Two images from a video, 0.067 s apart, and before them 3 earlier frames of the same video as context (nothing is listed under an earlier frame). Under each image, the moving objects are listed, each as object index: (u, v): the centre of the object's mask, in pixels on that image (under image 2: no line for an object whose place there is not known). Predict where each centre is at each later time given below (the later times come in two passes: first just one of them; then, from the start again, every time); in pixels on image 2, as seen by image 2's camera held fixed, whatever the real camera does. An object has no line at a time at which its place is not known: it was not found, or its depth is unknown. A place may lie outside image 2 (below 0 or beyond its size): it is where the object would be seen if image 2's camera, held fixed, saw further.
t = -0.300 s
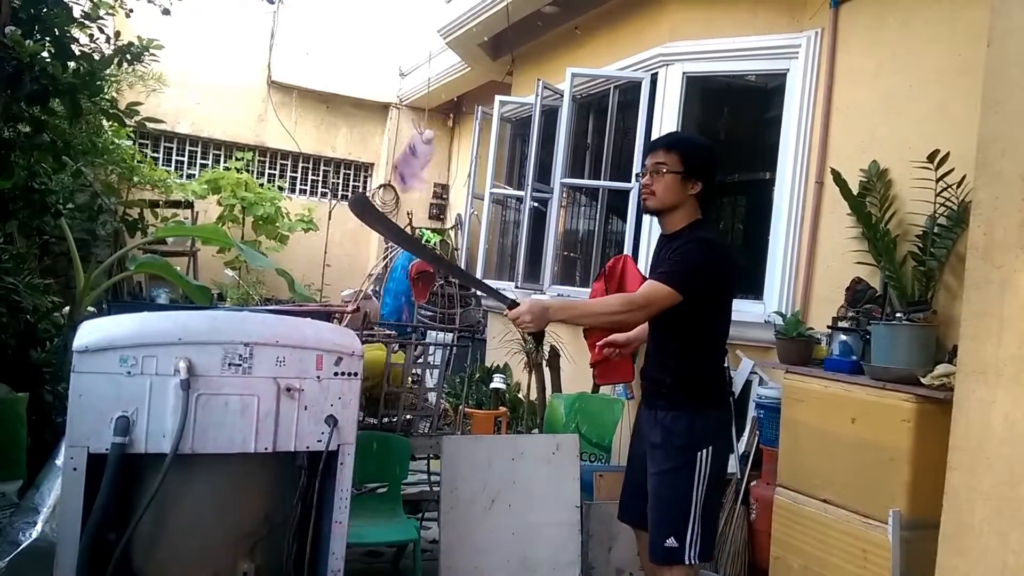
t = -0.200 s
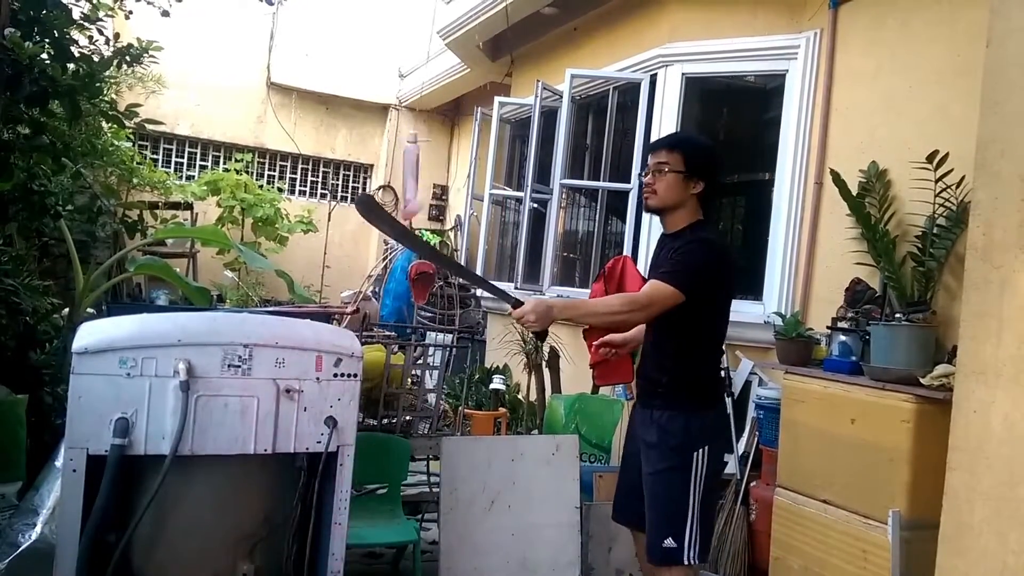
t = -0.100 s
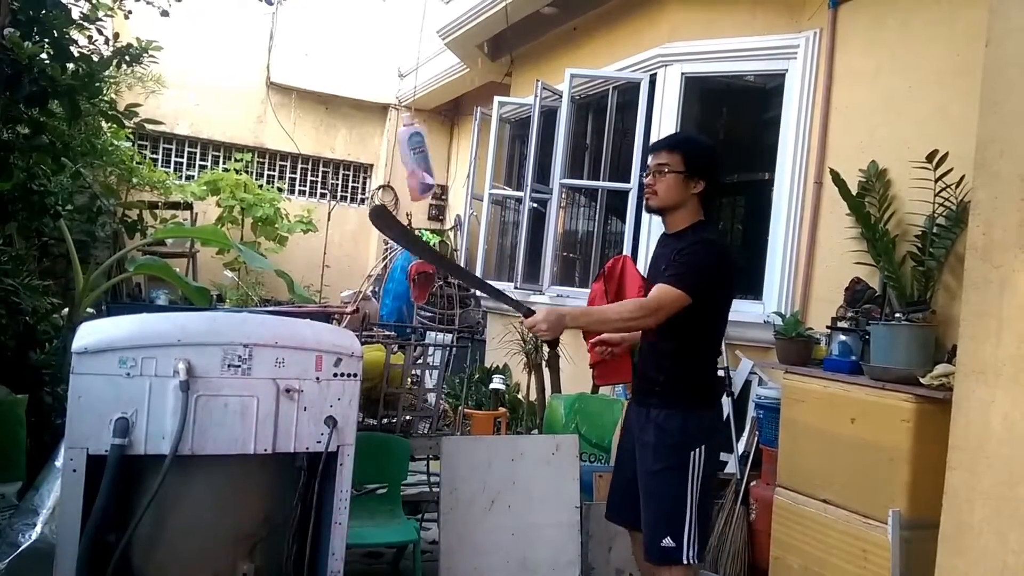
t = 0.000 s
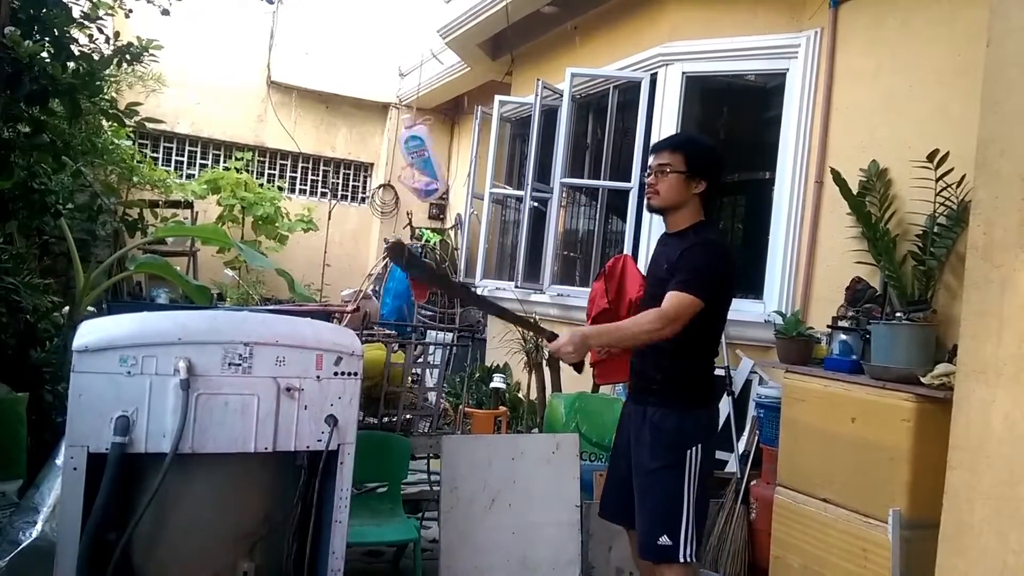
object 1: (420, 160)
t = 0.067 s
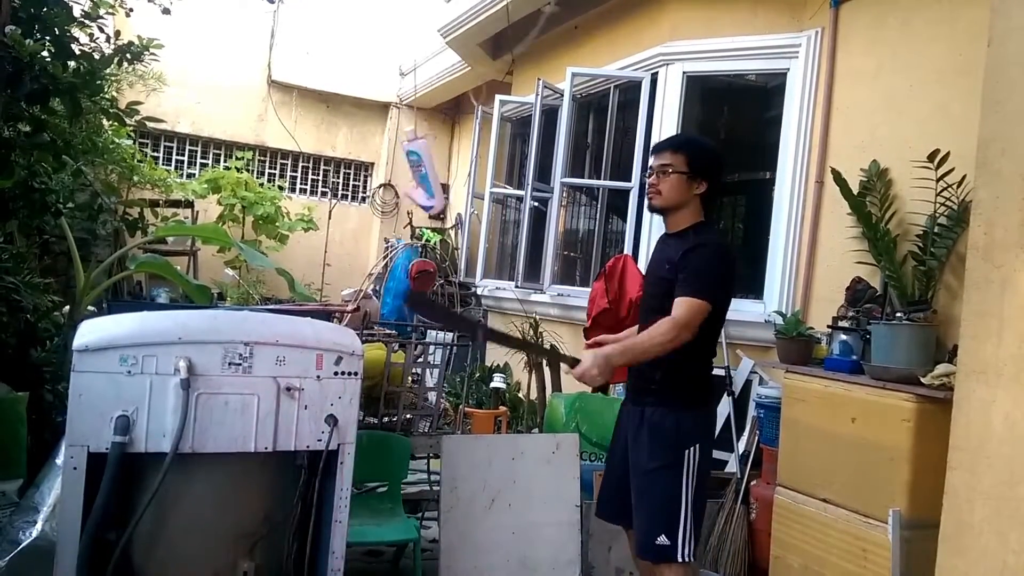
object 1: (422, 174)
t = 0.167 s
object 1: (425, 190)
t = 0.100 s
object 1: (422, 181)
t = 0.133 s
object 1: (423, 186)
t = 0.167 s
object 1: (425, 190)
